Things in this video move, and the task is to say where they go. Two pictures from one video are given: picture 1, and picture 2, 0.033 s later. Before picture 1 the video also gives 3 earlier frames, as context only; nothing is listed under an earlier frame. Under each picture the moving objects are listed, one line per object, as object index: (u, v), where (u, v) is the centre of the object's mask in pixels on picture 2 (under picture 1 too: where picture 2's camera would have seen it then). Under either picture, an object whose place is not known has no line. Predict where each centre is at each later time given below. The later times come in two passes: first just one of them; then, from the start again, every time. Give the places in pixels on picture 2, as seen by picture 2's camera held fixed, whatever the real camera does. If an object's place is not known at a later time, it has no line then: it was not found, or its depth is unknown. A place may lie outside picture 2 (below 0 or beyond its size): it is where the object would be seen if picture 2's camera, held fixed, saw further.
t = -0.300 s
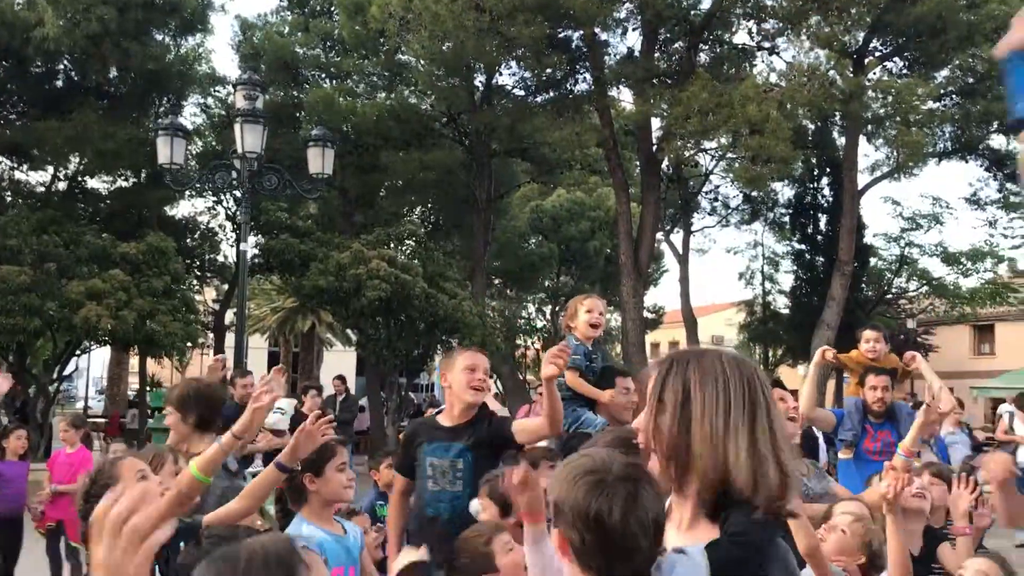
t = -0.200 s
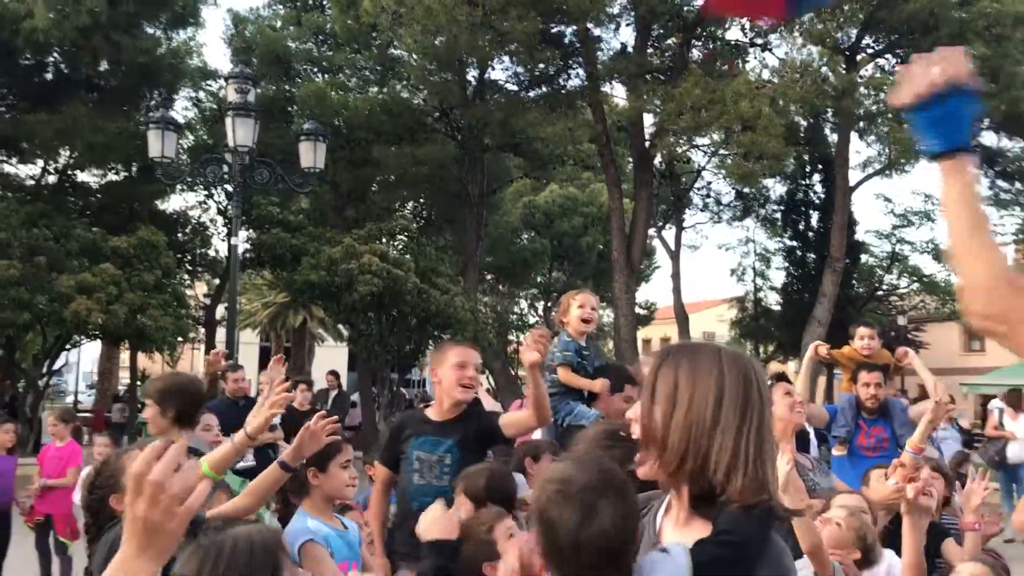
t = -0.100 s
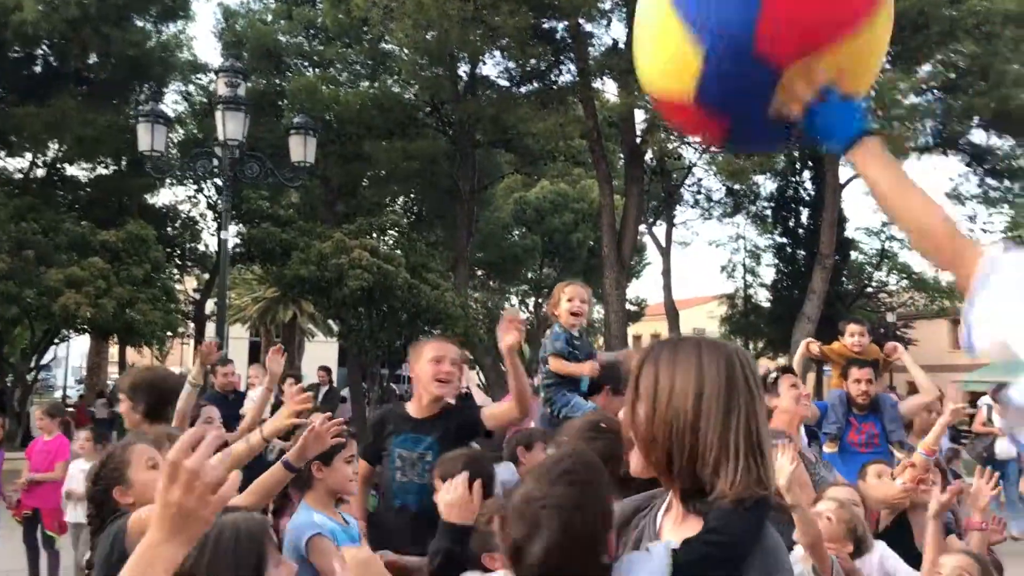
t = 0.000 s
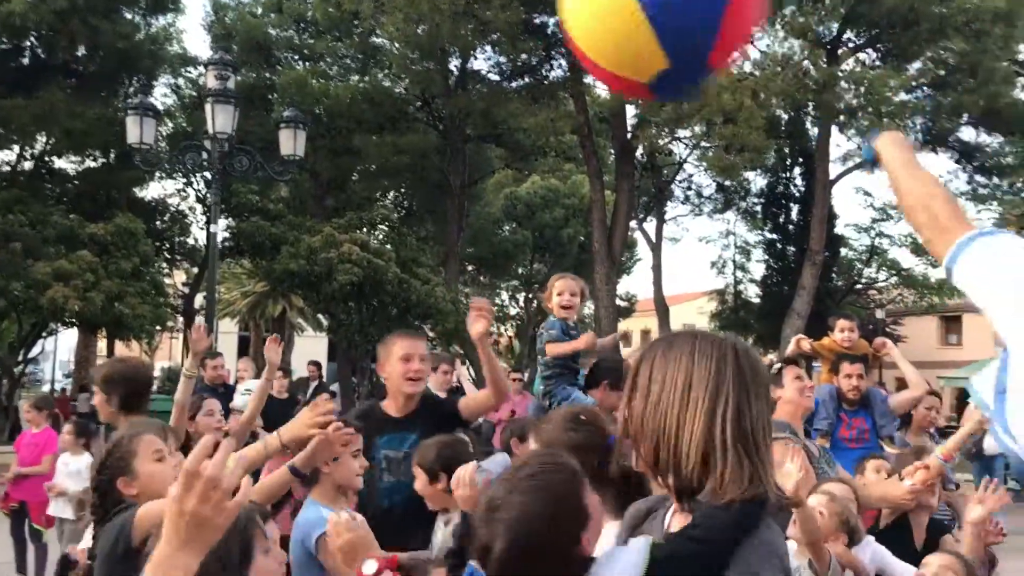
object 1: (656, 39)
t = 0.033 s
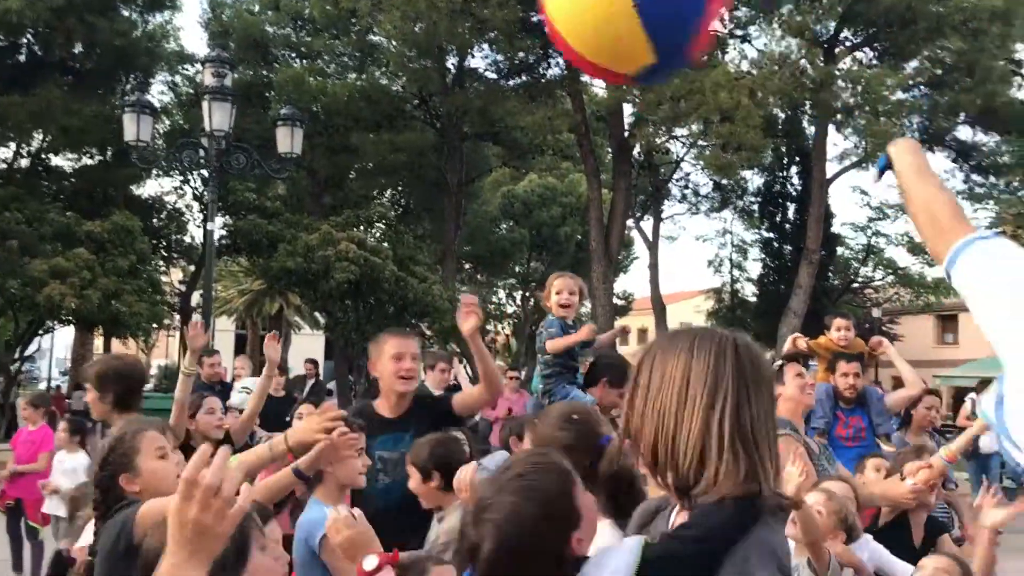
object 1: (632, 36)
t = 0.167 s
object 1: (557, 26)
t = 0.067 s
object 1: (610, 32)
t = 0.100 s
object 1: (592, 29)
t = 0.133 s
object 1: (574, 27)
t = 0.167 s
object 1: (557, 26)
